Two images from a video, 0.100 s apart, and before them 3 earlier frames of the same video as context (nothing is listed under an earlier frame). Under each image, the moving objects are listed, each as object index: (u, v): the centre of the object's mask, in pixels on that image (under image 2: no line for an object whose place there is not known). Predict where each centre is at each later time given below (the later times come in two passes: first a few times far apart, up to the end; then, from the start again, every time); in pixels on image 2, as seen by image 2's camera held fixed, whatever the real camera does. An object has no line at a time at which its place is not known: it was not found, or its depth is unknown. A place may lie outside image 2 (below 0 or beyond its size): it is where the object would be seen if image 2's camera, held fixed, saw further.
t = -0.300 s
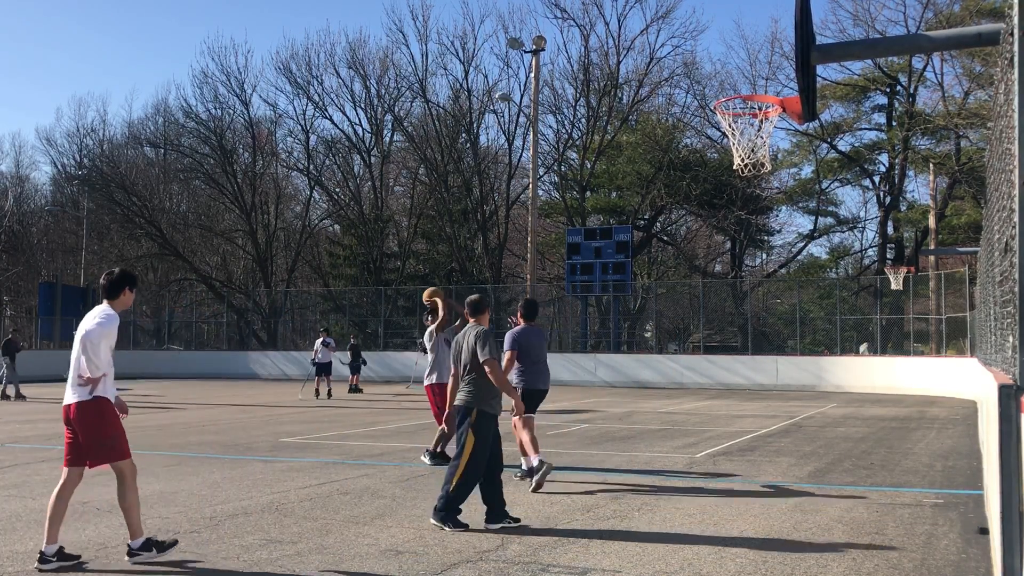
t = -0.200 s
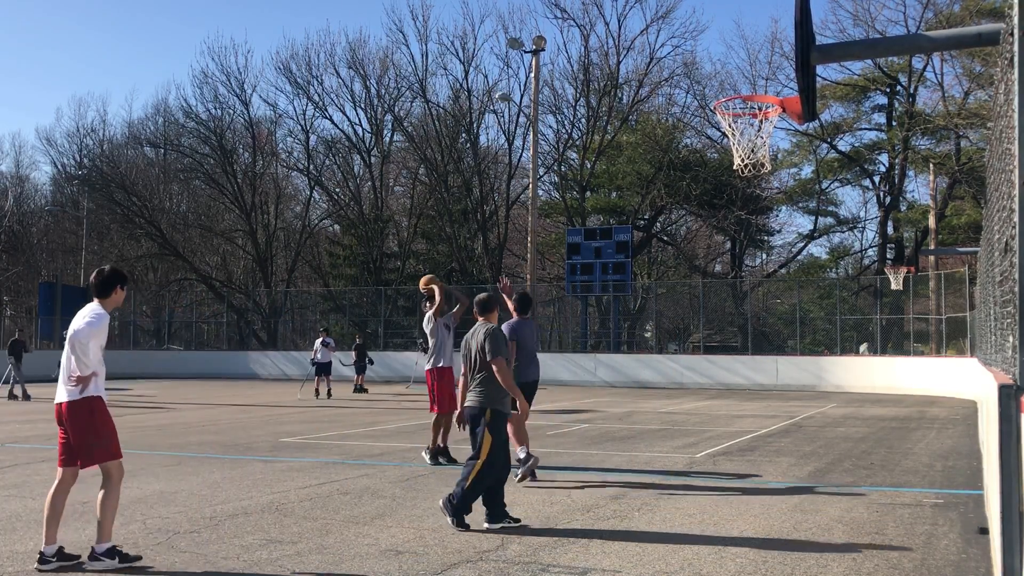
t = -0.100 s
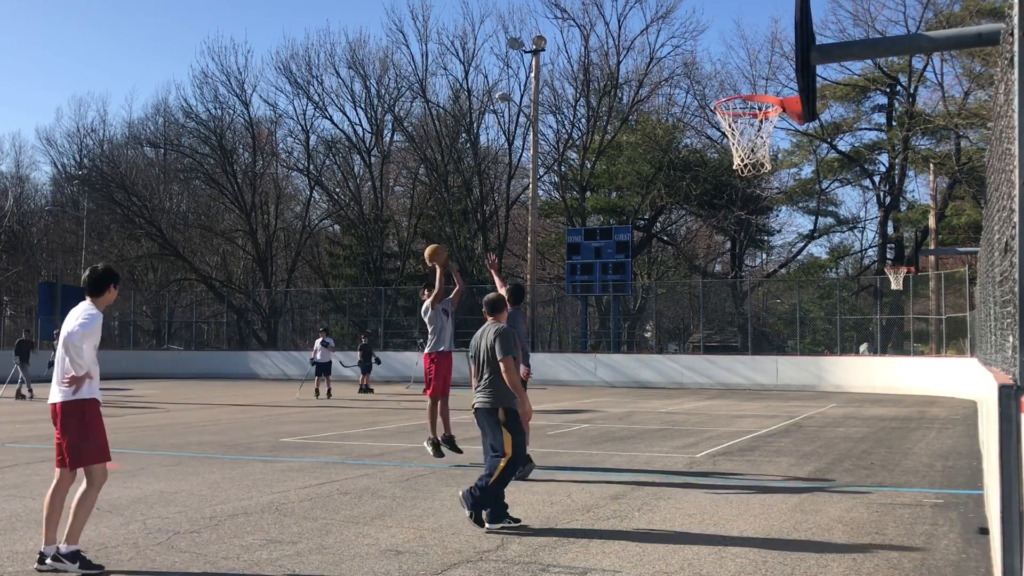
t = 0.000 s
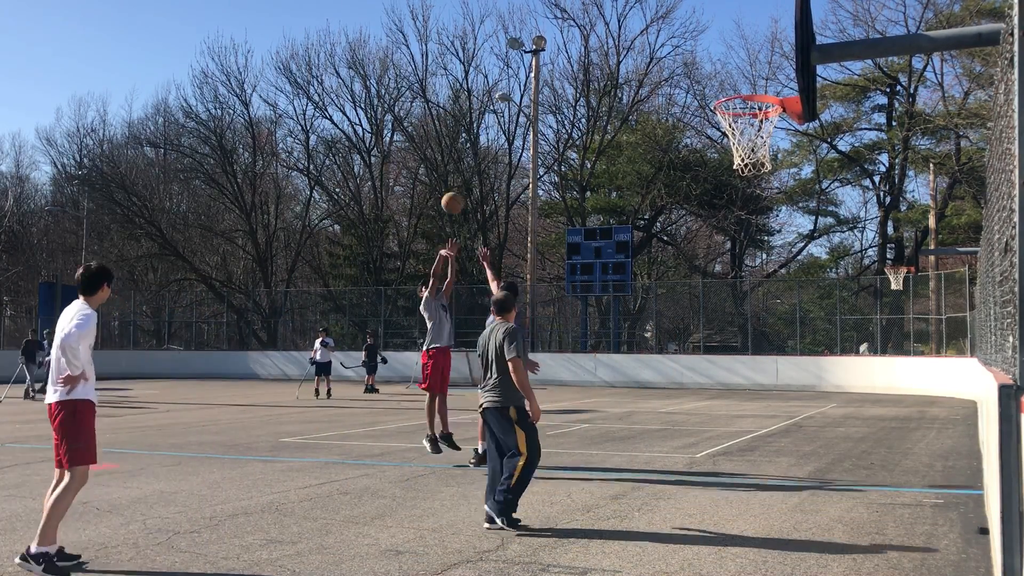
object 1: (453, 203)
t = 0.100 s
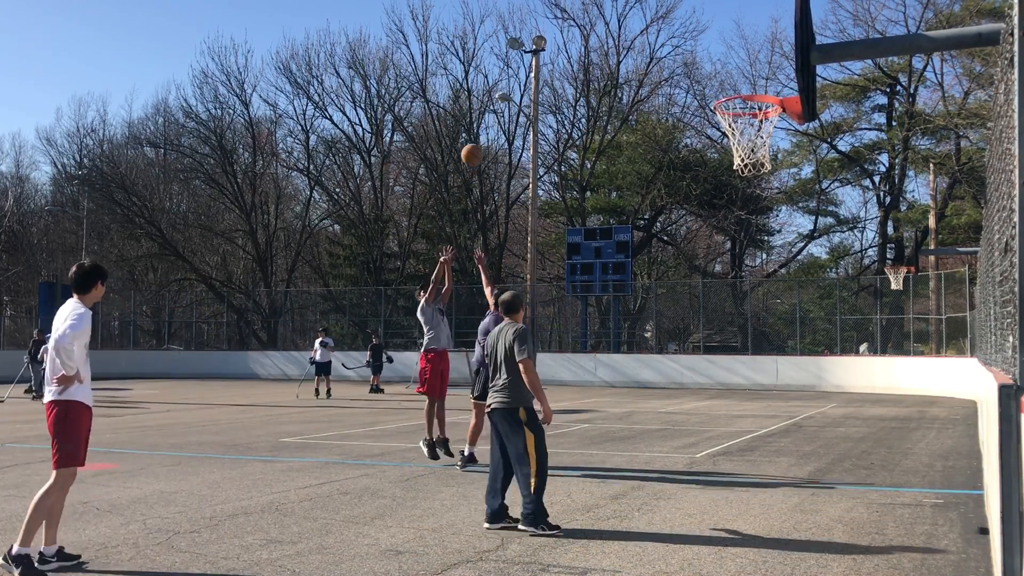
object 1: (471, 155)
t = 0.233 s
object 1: (501, 101)
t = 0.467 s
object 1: (558, 38)
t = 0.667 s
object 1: (615, 21)
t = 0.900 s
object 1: (693, 61)
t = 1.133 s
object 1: (758, 60)
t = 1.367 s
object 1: (764, 39)
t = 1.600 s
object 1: (712, 86)
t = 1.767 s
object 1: (679, 106)
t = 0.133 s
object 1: (479, 141)
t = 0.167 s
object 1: (486, 126)
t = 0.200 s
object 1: (493, 113)
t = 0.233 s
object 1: (501, 101)
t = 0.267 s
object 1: (509, 89)
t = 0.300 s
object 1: (517, 78)
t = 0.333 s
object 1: (524, 68)
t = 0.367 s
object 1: (533, 59)
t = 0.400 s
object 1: (541, 50)
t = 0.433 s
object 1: (549, 44)
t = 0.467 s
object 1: (558, 38)
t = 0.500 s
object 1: (567, 32)
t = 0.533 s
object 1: (576, 28)
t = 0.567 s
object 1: (585, 24)
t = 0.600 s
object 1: (595, 22)
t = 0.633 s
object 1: (605, 21)
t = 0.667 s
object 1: (615, 21)
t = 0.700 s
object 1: (626, 23)
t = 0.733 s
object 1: (635, 26)
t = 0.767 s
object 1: (646, 30)
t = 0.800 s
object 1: (658, 35)
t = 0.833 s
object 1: (669, 42)
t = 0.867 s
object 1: (681, 51)
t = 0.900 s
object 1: (693, 61)
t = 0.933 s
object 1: (706, 73)
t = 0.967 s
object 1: (719, 86)
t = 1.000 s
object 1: (731, 101)
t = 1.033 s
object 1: (738, 86)
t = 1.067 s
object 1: (744, 79)
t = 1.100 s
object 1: (751, 69)
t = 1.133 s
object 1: (758, 60)
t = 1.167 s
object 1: (765, 54)
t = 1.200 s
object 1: (772, 48)
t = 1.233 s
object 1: (779, 45)
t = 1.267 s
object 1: (782, 42)
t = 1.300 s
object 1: (778, 40)
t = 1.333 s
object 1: (771, 39)
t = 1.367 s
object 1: (764, 39)
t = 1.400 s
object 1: (756, 42)
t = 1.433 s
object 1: (749, 46)
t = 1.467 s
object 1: (742, 51)
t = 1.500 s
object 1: (734, 57)
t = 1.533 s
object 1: (727, 65)
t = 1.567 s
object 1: (720, 75)
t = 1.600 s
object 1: (712, 86)
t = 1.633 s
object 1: (706, 88)
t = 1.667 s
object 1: (699, 90)
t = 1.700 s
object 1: (692, 94)
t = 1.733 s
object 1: (686, 99)
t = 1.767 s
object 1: (679, 106)
